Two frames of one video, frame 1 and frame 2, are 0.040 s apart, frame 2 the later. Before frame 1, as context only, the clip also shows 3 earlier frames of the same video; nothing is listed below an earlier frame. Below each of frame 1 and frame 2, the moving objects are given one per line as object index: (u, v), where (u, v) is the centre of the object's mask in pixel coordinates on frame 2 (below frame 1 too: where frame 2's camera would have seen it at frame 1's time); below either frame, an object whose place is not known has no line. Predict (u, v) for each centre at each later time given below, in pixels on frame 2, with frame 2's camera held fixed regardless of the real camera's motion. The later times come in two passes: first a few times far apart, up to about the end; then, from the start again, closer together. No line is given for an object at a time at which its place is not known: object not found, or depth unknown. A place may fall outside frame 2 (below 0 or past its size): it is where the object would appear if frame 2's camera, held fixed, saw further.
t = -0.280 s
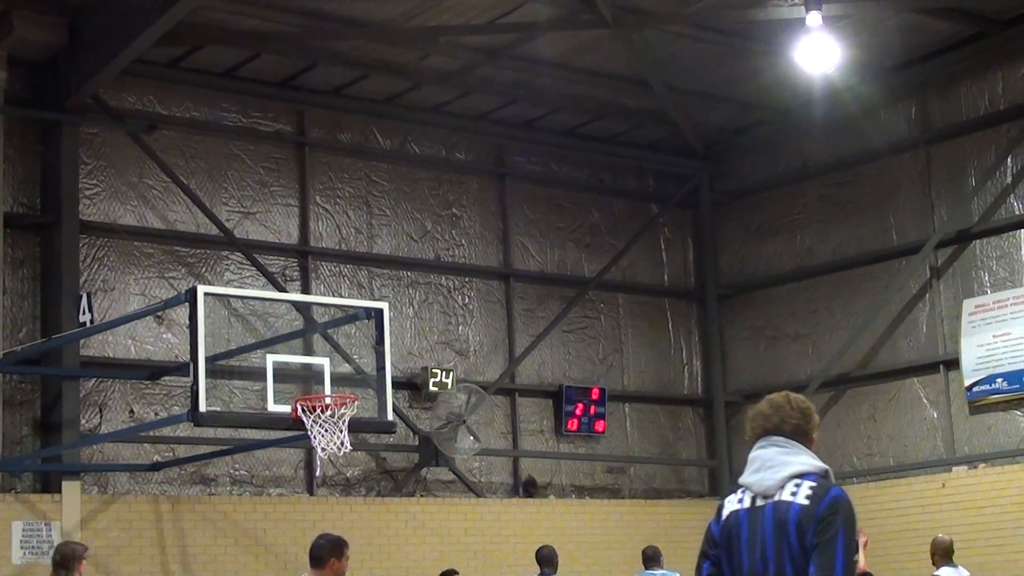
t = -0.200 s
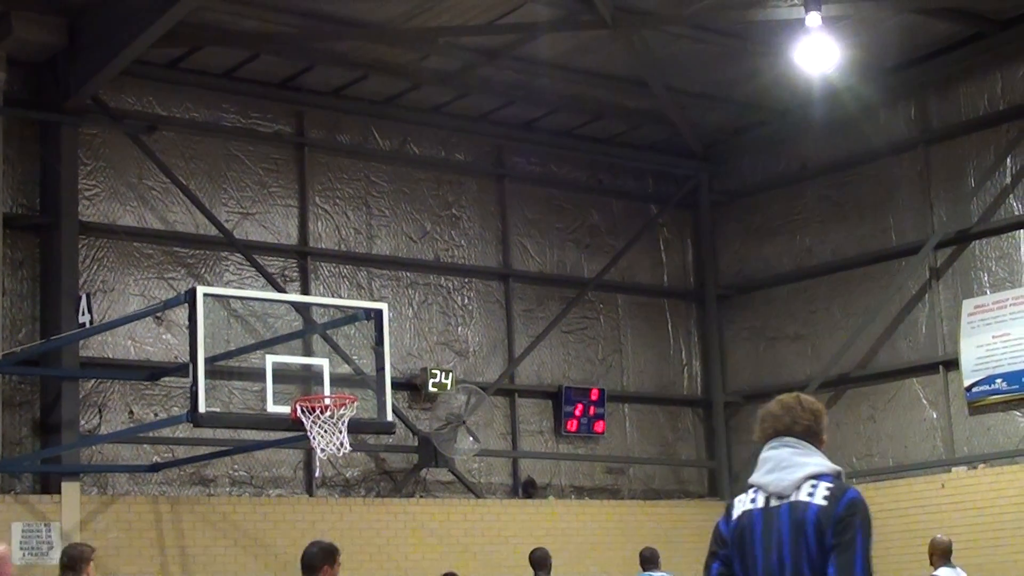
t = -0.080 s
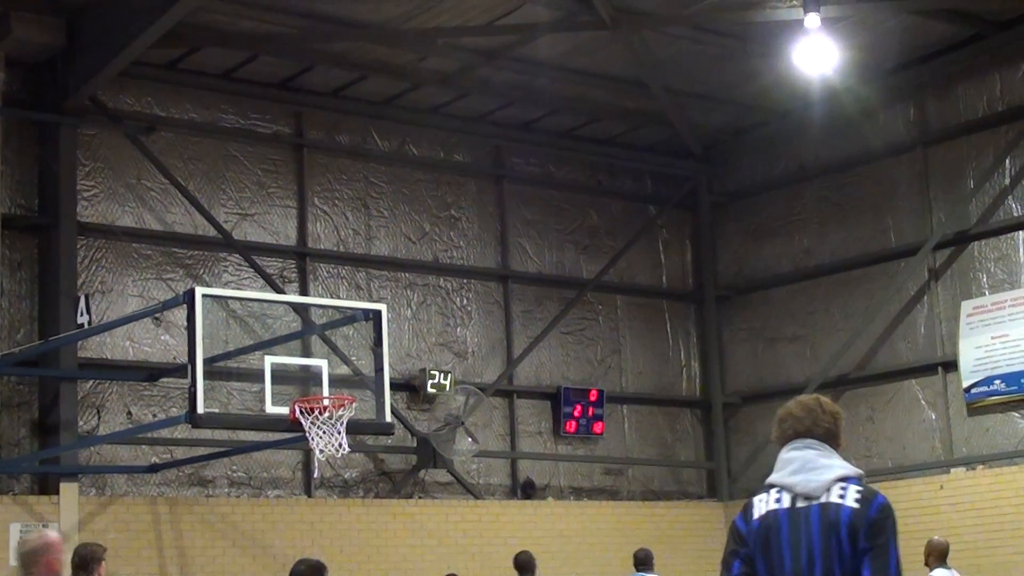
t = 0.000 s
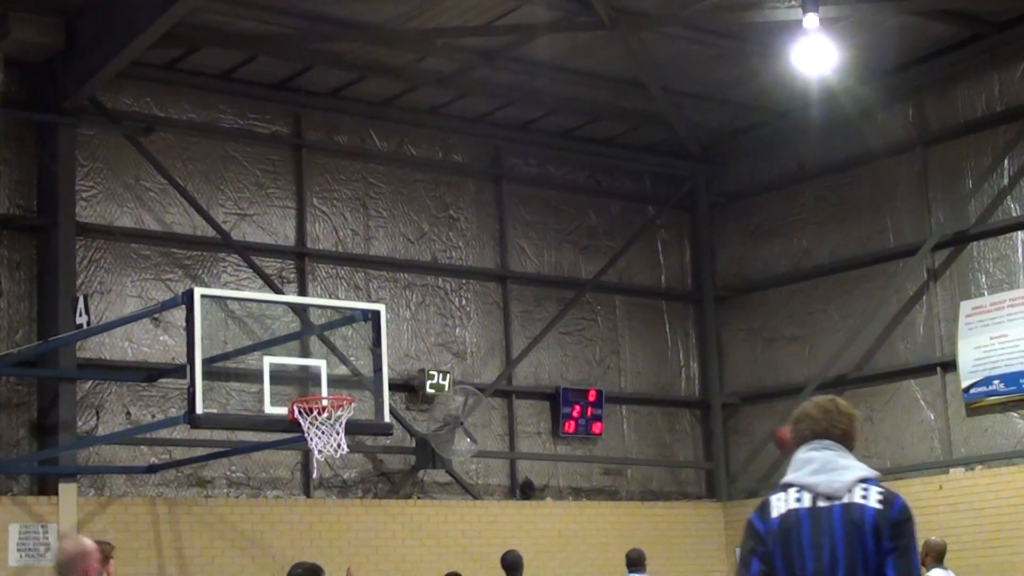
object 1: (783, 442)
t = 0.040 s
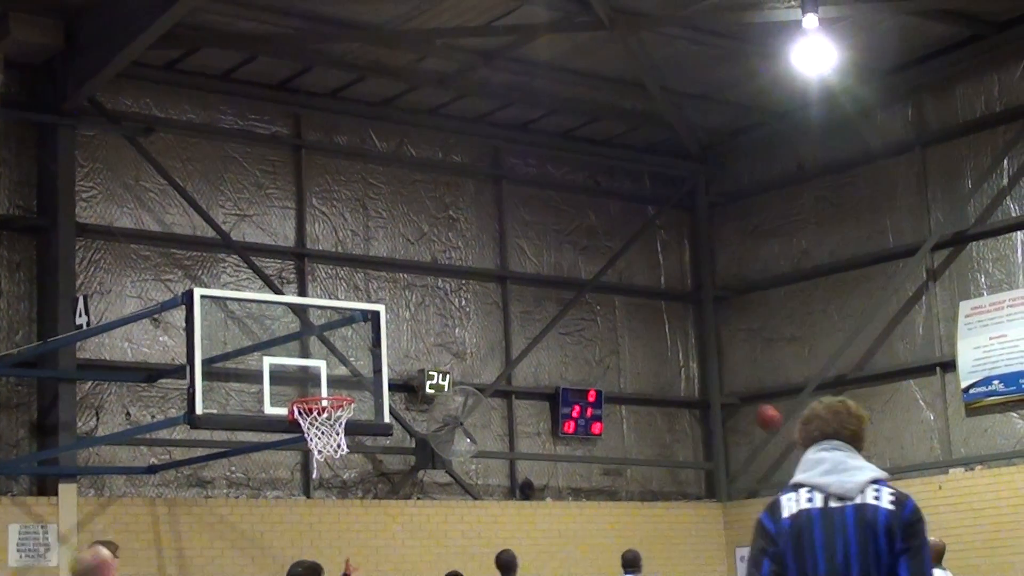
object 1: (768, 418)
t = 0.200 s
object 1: (699, 349)
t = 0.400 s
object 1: (608, 295)
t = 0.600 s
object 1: (513, 279)
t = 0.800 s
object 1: (413, 307)
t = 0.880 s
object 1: (372, 331)
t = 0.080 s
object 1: (751, 397)
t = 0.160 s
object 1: (717, 364)
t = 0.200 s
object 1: (699, 349)
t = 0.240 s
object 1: (681, 335)
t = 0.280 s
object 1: (663, 323)
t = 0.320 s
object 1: (644, 312)
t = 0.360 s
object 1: (627, 303)
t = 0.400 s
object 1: (608, 295)
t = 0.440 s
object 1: (591, 289)
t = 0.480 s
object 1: (572, 285)
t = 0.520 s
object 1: (552, 280)
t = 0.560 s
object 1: (533, 280)
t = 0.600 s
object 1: (513, 279)
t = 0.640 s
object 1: (493, 280)
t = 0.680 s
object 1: (474, 283)
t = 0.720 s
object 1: (454, 289)
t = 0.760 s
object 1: (434, 297)
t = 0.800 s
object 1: (413, 307)
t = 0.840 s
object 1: (393, 318)
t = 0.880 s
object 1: (372, 331)
